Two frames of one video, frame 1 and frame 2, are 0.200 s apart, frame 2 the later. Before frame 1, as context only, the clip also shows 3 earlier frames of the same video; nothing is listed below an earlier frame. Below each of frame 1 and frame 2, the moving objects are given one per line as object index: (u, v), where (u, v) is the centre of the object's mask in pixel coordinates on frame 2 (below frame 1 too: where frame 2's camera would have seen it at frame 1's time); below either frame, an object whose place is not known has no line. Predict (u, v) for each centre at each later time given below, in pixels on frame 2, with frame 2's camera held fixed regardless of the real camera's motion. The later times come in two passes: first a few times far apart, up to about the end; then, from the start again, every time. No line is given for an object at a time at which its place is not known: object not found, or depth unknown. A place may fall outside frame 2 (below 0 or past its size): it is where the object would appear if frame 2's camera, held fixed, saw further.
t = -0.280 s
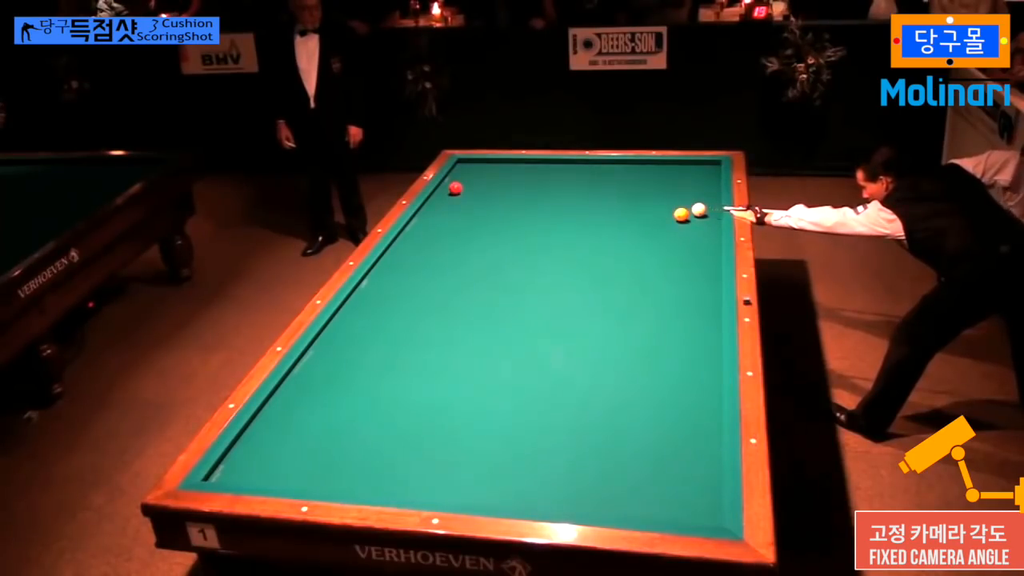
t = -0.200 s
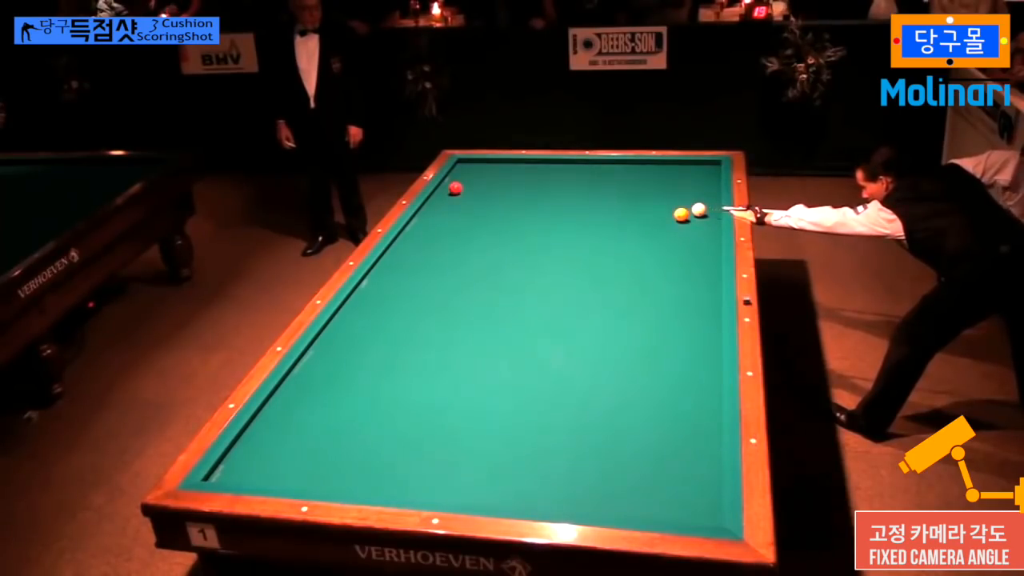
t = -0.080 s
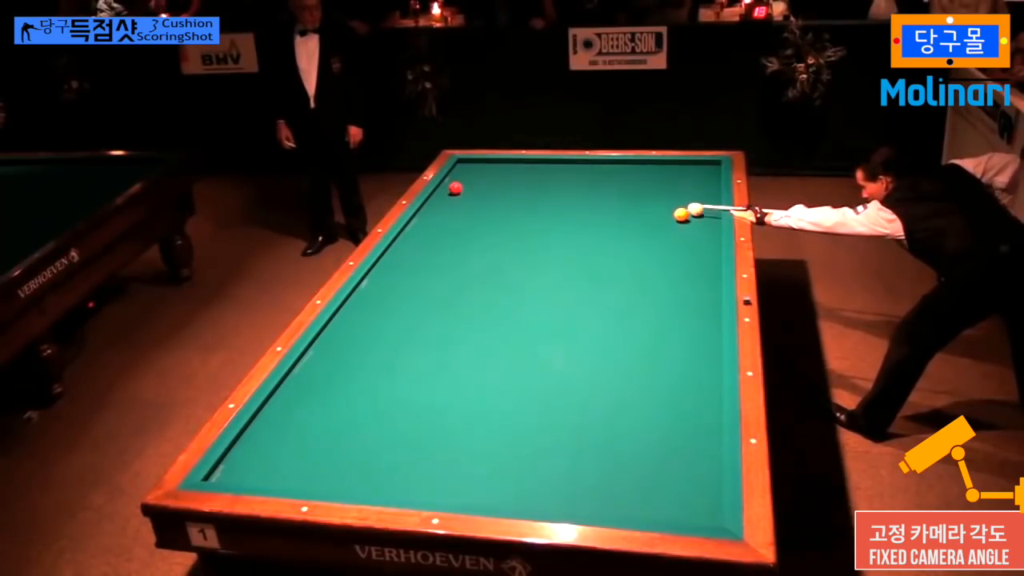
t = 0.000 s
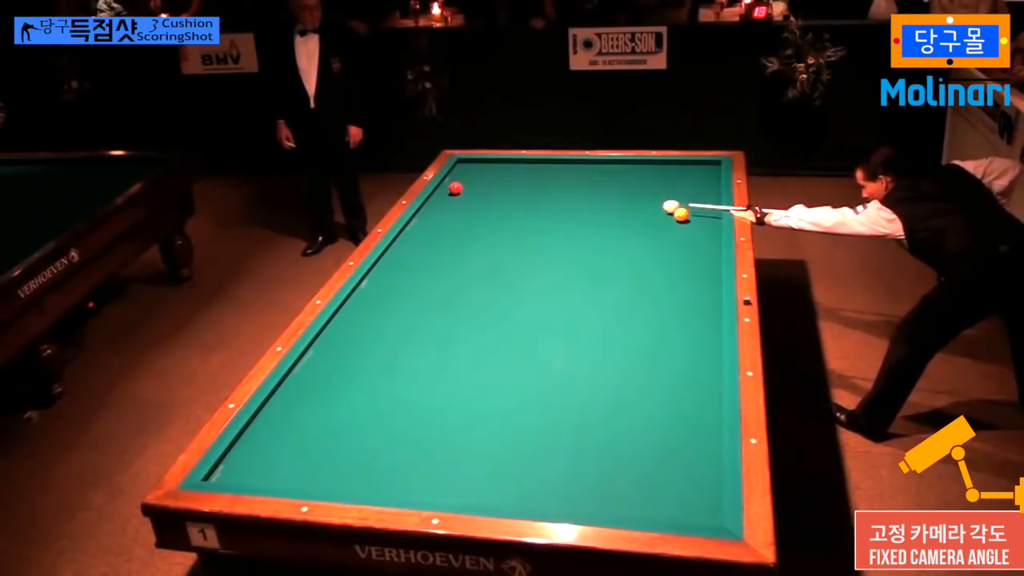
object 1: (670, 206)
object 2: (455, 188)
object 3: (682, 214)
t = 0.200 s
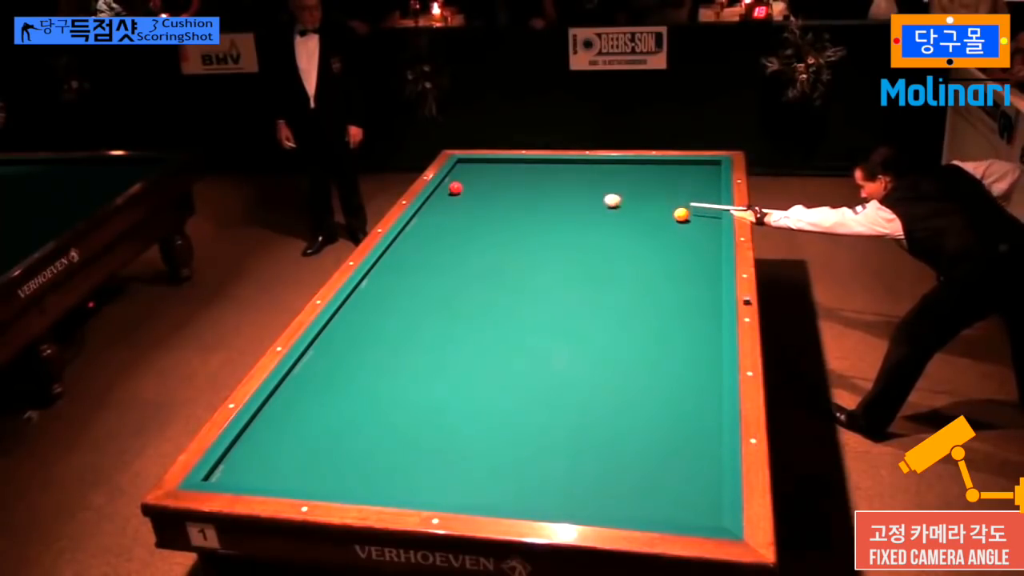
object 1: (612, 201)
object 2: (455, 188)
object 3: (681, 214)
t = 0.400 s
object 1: (557, 195)
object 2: (455, 188)
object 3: (682, 214)
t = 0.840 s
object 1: (456, 182)
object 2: (448, 190)
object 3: (682, 214)
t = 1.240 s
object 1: (491, 169)
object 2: (442, 197)
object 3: (682, 214)
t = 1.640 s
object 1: (532, 162)
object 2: (450, 202)
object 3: (682, 214)
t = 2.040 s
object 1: (565, 169)
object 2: (458, 207)
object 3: (682, 214)
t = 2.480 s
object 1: (601, 177)
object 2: (466, 213)
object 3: (682, 214)
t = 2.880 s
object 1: (635, 184)
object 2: (473, 217)
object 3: (682, 214)
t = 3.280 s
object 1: (669, 191)
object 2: (479, 222)
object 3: (682, 214)
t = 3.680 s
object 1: (703, 199)
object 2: (485, 225)
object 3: (682, 214)
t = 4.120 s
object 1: (700, 207)
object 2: (491, 229)
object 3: (681, 214)
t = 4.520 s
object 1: (686, 209)
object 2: (495, 232)
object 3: (678, 217)
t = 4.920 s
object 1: (676, 209)
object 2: (499, 234)
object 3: (674, 221)
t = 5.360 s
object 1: (667, 210)
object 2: (502, 236)
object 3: (669, 225)
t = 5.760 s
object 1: (662, 210)
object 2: (504, 237)
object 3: (665, 229)
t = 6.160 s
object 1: (658, 210)
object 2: (505, 238)
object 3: (661, 232)
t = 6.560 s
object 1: (656, 210)
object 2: (505, 238)
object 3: (658, 234)
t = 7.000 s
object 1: (656, 210)
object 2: (505, 238)
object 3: (656, 236)
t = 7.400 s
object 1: (656, 210)
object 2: (505, 238)
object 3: (654, 236)
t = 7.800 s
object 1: (656, 210)
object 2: (505, 238)
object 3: (654, 236)
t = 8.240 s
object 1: (656, 210)
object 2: (505, 238)
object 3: (654, 237)
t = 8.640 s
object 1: (656, 210)
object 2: (505, 238)
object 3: (654, 237)
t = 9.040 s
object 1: (656, 210)
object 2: (505, 238)
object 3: (654, 237)
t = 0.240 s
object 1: (601, 199)
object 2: (455, 188)
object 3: (681, 214)
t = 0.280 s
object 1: (590, 198)
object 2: (455, 188)
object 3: (682, 214)
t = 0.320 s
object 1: (579, 197)
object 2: (455, 188)
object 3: (682, 214)
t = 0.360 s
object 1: (568, 196)
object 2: (455, 188)
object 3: (682, 214)
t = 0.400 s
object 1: (557, 195)
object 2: (455, 188)
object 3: (682, 214)
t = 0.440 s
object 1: (547, 194)
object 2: (455, 188)
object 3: (682, 214)
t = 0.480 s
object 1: (536, 193)
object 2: (455, 188)
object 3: (682, 214)
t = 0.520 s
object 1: (526, 192)
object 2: (455, 188)
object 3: (681, 214)
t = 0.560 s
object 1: (516, 191)
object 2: (455, 188)
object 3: (681, 214)
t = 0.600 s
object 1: (506, 190)
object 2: (455, 188)
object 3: (682, 214)
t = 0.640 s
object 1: (496, 189)
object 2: (455, 188)
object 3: (681, 214)
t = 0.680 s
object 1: (486, 188)
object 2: (455, 188)
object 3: (682, 214)
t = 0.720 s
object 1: (476, 187)
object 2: (455, 188)
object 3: (682, 214)
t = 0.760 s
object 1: (468, 185)
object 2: (455, 188)
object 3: (681, 214)
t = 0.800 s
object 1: (462, 183)
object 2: (452, 189)
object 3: (681, 214)
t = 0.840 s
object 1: (456, 182)
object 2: (448, 190)
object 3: (682, 214)
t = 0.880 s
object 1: (450, 180)
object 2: (444, 191)
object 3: (682, 214)
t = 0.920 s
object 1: (450, 179)
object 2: (441, 192)
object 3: (682, 214)
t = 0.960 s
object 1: (455, 177)
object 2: (438, 193)
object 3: (682, 214)
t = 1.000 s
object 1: (462, 176)
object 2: (437, 194)
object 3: (682, 214)
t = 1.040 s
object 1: (467, 175)
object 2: (438, 194)
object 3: (682, 214)
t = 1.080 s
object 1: (472, 174)
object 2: (439, 194)
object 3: (682, 214)
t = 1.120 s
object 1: (477, 173)
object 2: (439, 195)
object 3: (682, 214)
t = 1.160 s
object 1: (481, 172)
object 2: (440, 196)
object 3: (682, 214)
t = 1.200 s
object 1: (486, 170)
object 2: (441, 196)
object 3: (682, 214)
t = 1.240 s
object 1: (491, 169)
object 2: (442, 197)
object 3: (682, 214)
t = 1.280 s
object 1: (495, 168)
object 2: (443, 197)
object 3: (682, 214)
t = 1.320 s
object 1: (500, 167)
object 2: (444, 198)
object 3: (682, 214)
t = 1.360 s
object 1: (504, 166)
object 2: (445, 199)
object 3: (682, 214)
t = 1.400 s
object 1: (509, 165)
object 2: (445, 199)
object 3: (682, 214)
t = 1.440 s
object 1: (513, 163)
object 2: (447, 199)
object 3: (682, 214)
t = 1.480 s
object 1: (518, 162)
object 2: (447, 200)
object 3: (682, 214)
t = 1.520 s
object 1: (522, 161)
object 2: (448, 201)
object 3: (682, 214)
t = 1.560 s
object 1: (526, 161)
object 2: (449, 201)
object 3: (682, 214)
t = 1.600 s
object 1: (529, 162)
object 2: (450, 202)
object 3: (681, 214)
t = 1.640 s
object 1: (532, 162)
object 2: (450, 202)
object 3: (682, 214)
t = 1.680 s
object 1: (535, 163)
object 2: (451, 203)
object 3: (682, 214)
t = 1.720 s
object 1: (539, 163)
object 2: (452, 203)
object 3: (682, 214)
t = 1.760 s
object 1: (542, 164)
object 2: (453, 204)
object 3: (682, 214)
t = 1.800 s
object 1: (545, 165)
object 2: (454, 204)
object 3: (682, 214)
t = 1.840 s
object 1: (548, 166)
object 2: (455, 205)
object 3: (682, 214)
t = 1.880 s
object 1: (552, 167)
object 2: (455, 205)
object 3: (682, 214)
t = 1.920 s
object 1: (555, 167)
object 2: (456, 206)
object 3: (682, 214)
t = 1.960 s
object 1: (558, 168)
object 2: (457, 206)
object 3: (682, 214)
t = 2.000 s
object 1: (561, 169)
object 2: (457, 207)
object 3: (682, 214)
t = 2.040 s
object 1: (565, 169)
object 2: (458, 207)
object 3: (682, 214)
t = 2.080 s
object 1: (568, 170)
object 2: (459, 208)
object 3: (682, 214)
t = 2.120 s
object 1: (571, 171)
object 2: (460, 208)
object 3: (682, 214)
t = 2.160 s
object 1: (574, 172)
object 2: (460, 209)
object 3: (682, 214)
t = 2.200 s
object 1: (578, 172)
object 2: (461, 210)
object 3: (682, 214)
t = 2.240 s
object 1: (581, 173)
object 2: (462, 210)
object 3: (682, 214)
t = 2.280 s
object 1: (584, 174)
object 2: (463, 211)
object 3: (682, 214)
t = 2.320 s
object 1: (587, 174)
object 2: (463, 211)
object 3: (682, 214)
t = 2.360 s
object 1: (591, 175)
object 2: (464, 212)
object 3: (682, 214)
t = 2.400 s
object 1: (594, 176)
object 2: (465, 212)
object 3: (682, 214)
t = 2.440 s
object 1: (597, 176)
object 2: (466, 212)
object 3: (682, 214)
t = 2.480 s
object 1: (601, 177)
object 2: (466, 213)
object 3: (682, 214)
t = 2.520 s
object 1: (604, 178)
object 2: (467, 213)
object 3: (682, 214)
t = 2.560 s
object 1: (608, 179)
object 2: (468, 214)
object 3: (682, 214)
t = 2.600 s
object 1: (611, 179)
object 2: (469, 214)
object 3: (682, 214)
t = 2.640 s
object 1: (614, 180)
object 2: (469, 215)
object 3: (682, 214)
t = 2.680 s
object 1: (618, 181)
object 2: (470, 215)
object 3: (682, 214)
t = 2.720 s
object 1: (621, 181)
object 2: (471, 216)
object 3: (682, 214)
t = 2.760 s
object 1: (625, 182)
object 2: (471, 216)
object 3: (682, 214)
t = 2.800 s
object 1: (628, 183)
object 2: (472, 217)
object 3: (682, 214)
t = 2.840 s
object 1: (631, 183)
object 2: (473, 217)
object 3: (682, 214)
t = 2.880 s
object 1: (635, 184)
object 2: (473, 217)
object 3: (682, 214)
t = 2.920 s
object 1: (638, 185)
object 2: (474, 218)
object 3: (682, 214)
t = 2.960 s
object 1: (642, 186)
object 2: (474, 218)
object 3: (682, 214)
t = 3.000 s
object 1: (645, 186)
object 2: (475, 219)
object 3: (682, 214)
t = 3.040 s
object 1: (648, 187)
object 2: (476, 219)
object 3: (682, 214)
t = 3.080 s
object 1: (652, 188)
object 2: (476, 220)
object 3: (682, 214)
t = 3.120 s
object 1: (655, 188)
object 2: (477, 220)
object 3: (682, 214)
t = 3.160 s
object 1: (659, 189)
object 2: (478, 220)
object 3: (682, 214)
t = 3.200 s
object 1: (662, 190)
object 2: (478, 221)
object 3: (682, 214)
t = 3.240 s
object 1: (666, 191)
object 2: (479, 222)
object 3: (682, 214)
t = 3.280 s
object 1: (669, 191)
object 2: (479, 222)
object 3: (682, 214)
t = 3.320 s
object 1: (673, 192)
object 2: (480, 222)
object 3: (682, 214)
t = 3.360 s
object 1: (676, 193)
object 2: (481, 223)
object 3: (682, 214)
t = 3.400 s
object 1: (679, 194)
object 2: (481, 223)
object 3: (682, 214)
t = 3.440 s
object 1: (683, 194)
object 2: (482, 223)
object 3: (682, 214)
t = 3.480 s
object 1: (686, 195)
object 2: (482, 224)
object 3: (682, 214)
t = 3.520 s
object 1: (690, 196)
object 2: (483, 224)
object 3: (682, 214)
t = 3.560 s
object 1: (693, 197)
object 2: (483, 225)
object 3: (682, 214)
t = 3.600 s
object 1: (696, 197)
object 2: (484, 225)
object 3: (682, 214)
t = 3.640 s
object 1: (700, 198)
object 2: (485, 225)
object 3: (682, 214)
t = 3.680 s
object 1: (703, 199)
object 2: (485, 225)
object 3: (682, 214)
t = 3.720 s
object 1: (707, 200)
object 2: (486, 226)
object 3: (682, 214)
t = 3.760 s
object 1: (710, 201)
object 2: (486, 226)
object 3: (682, 214)
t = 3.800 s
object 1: (713, 201)
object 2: (487, 227)
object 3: (682, 214)
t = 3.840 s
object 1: (714, 202)
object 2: (487, 227)
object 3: (682, 214)
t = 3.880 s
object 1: (712, 202)
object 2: (487, 227)
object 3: (682, 214)
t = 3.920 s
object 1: (710, 203)
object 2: (488, 228)
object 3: (682, 214)
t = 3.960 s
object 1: (708, 204)
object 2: (489, 228)
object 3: (682, 214)
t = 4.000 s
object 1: (706, 205)
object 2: (489, 228)
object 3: (682, 214)
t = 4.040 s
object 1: (704, 205)
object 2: (490, 229)
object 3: (681, 214)
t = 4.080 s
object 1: (702, 206)
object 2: (490, 229)
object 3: (682, 214)
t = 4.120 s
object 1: (700, 207)
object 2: (491, 229)
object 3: (681, 214)
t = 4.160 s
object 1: (698, 207)
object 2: (491, 230)
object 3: (681, 214)
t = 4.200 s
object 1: (696, 208)
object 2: (492, 230)
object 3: (682, 214)
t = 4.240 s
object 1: (694, 208)
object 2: (492, 230)
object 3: (681, 214)
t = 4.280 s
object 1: (693, 209)
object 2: (492, 230)
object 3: (681, 214)
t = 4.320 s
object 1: (691, 209)
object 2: (493, 231)
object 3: (681, 214)
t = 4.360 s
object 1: (690, 209)
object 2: (493, 231)
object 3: (681, 215)
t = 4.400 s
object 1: (688, 209)
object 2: (494, 231)
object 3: (680, 215)
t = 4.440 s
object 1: (687, 209)
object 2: (494, 231)
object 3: (679, 216)
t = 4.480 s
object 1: (686, 209)
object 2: (494, 232)
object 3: (679, 216)
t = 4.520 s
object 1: (686, 209)
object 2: (495, 232)
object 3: (678, 217)
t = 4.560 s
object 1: (685, 209)
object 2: (495, 232)
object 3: (677, 217)
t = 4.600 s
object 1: (683, 209)
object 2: (496, 232)
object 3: (677, 217)
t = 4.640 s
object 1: (682, 209)
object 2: (496, 233)
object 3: (677, 218)
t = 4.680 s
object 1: (681, 209)
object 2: (497, 233)
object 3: (677, 218)
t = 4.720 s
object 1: (680, 209)
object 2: (497, 233)
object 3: (676, 218)
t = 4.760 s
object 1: (679, 209)
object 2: (497, 233)
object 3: (676, 220)
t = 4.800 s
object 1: (678, 209)
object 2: (498, 234)
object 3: (675, 220)
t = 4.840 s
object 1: (677, 209)
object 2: (498, 234)
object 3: (675, 220)
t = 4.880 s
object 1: (676, 209)
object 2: (498, 234)
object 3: (674, 221)
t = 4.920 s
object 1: (676, 209)
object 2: (499, 234)
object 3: (674, 221)
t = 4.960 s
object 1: (675, 209)
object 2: (499, 234)
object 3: (673, 222)
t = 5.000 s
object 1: (674, 209)
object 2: (499, 235)
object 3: (673, 222)
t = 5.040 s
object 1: (673, 209)
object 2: (500, 235)
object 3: (672, 223)
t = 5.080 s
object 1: (672, 209)
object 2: (500, 235)
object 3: (672, 223)
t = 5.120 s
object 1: (671, 209)
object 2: (500, 235)
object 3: (671, 223)
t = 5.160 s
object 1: (671, 209)
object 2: (501, 235)
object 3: (671, 224)
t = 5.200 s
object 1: (670, 210)
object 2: (501, 235)
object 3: (670, 224)
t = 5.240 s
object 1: (669, 210)
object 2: (501, 236)
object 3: (670, 224)
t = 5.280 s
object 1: (668, 210)
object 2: (502, 236)
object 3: (669, 225)
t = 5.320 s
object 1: (668, 210)
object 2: (502, 236)
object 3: (669, 225)
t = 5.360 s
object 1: (667, 210)
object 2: (502, 236)
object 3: (669, 225)
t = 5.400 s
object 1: (666, 210)
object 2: (502, 236)
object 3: (668, 226)
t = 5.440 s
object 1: (666, 210)
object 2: (502, 236)
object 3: (668, 226)
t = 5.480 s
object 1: (665, 210)
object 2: (503, 236)
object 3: (667, 226)
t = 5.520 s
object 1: (665, 210)
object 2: (503, 236)
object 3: (667, 227)
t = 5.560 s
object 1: (664, 210)
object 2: (503, 237)
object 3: (667, 227)
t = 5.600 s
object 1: (664, 210)
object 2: (504, 237)
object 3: (666, 227)
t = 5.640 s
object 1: (663, 210)
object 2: (504, 237)
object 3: (666, 228)
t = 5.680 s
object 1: (663, 210)
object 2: (504, 237)
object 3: (665, 228)
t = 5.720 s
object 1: (662, 210)
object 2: (504, 237)
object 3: (665, 229)
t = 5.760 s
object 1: (662, 210)
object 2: (504, 237)
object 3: (665, 229)
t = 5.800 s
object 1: (662, 210)
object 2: (504, 237)
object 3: (664, 229)
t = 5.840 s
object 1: (661, 210)
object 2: (505, 237)
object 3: (664, 229)
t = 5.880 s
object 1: (661, 210)
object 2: (505, 237)
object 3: (663, 230)
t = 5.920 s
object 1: (660, 210)
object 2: (505, 237)
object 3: (663, 230)
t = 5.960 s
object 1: (660, 210)
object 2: (505, 237)
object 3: (663, 230)
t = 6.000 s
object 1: (660, 210)
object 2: (505, 238)
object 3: (662, 231)
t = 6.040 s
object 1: (659, 210)
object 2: (505, 238)
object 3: (662, 231)
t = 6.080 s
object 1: (659, 210)
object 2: (505, 238)
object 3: (662, 231)
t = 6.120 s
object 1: (659, 210)
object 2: (505, 238)
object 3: (661, 231)
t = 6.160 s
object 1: (658, 210)
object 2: (505, 238)
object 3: (661, 232)
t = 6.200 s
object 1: (658, 210)
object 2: (505, 238)
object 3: (661, 232)
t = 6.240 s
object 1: (658, 210)
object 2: (505, 238)
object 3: (660, 232)
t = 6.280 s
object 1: (657, 210)
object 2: (505, 238)
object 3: (660, 232)
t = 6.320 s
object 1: (657, 210)
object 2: (505, 238)
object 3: (659, 233)
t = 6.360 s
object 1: (657, 210)
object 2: (505, 238)
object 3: (659, 233)
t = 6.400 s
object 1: (657, 210)
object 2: (505, 238)
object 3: (659, 233)
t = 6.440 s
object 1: (657, 210)
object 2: (505, 238)
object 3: (659, 233)
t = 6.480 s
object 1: (657, 210)
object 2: (505, 238)
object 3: (658, 234)
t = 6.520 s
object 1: (657, 210)
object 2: (505, 238)
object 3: (658, 234)
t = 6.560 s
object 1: (656, 210)
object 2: (505, 238)
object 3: (658, 234)
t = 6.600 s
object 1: (656, 210)
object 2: (505, 238)
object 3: (658, 234)
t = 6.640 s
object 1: (656, 210)
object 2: (505, 238)
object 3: (657, 234)
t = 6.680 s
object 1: (656, 210)
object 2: (505, 238)
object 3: (657, 234)
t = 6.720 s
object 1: (656, 210)
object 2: (505, 238)
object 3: (657, 235)
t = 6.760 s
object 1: (656, 210)
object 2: (505, 238)
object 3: (657, 235)
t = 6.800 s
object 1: (656, 210)
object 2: (505, 238)
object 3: (657, 235)
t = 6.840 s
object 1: (656, 210)
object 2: (505, 238)
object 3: (656, 235)
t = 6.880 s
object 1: (656, 210)
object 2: (505, 238)
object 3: (656, 235)
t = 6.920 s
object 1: (656, 210)
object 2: (505, 238)
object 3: (656, 235)
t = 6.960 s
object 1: (656, 210)
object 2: (505, 238)
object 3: (656, 236)
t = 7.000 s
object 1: (656, 210)
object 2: (505, 238)
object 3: (656, 236)
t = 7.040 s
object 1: (656, 210)
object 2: (505, 238)
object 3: (655, 236)
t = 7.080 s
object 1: (656, 210)
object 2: (505, 238)
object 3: (656, 236)
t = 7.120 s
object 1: (656, 210)
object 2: (505, 238)
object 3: (656, 236)
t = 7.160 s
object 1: (656, 210)
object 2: (505, 238)
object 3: (655, 236)
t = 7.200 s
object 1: (656, 210)
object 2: (505, 238)
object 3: (655, 236)
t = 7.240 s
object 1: (656, 210)
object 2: (505, 238)
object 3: (655, 236)
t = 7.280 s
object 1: (656, 210)
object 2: (505, 238)
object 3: (655, 236)
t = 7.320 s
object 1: (656, 210)
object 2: (505, 238)
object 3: (654, 236)
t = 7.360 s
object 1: (656, 210)
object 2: (505, 238)
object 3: (654, 236)
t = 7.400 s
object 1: (656, 210)
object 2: (505, 238)
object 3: (654, 236)
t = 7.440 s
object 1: (656, 210)
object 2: (505, 238)
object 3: (654, 236)
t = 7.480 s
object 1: (656, 210)
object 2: (505, 238)
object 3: (654, 236)
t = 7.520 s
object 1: (656, 210)
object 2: (505, 238)
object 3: (654, 236)
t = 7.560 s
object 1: (656, 210)
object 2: (505, 238)
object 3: (654, 236)
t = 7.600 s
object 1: (656, 210)
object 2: (505, 238)
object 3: (654, 236)
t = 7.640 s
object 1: (656, 210)
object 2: (505, 238)
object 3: (654, 236)
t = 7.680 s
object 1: (656, 210)
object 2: (505, 238)
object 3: (654, 236)
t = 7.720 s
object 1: (656, 210)
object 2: (505, 238)
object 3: (654, 236)
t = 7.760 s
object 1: (656, 210)
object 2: (505, 238)
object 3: (654, 236)
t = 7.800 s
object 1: (656, 210)
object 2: (505, 238)
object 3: (654, 236)
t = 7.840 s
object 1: (656, 210)
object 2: (505, 238)
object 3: (654, 236)
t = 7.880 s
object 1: (656, 210)
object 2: (505, 238)
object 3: (654, 236)
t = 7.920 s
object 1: (656, 210)
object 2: (505, 238)
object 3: (654, 236)
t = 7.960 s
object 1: (656, 210)
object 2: (505, 238)
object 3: (654, 236)
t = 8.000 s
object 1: (656, 210)
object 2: (505, 238)
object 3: (654, 236)
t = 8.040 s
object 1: (656, 210)
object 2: (505, 238)
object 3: (654, 236)
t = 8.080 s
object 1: (656, 210)
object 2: (505, 238)
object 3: (654, 237)
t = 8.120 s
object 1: (656, 210)
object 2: (505, 238)
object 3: (654, 236)
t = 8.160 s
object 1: (656, 210)
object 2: (505, 238)
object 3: (654, 236)
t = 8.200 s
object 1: (656, 210)
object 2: (505, 238)
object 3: (654, 237)
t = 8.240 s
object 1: (656, 210)
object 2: (505, 238)
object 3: (654, 237)
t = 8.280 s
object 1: (656, 210)
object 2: (505, 238)
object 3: (654, 237)
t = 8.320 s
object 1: (656, 210)
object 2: (505, 238)
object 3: (654, 237)
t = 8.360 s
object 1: (656, 210)
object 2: (505, 238)
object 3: (654, 237)
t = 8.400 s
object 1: (656, 210)
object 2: (505, 238)
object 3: (654, 237)
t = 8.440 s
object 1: (656, 210)
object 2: (505, 238)
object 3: (654, 237)
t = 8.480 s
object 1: (656, 210)
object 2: (505, 238)
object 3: (654, 237)
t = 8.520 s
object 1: (656, 210)
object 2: (505, 238)
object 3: (654, 237)
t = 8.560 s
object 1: (656, 210)
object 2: (505, 238)
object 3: (654, 237)
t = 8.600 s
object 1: (656, 210)
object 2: (505, 238)
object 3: (654, 237)
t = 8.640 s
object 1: (656, 210)
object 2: (505, 238)
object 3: (654, 237)
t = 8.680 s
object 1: (656, 210)
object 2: (505, 238)
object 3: (654, 237)
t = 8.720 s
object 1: (656, 210)
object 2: (505, 238)
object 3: (654, 237)
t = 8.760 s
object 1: (656, 210)
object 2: (505, 238)
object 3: (654, 237)
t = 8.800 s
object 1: (656, 210)
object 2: (505, 238)
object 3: (654, 237)
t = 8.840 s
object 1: (656, 210)
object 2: (505, 238)
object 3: (654, 237)
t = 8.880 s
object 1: (656, 210)
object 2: (505, 238)
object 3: (654, 237)
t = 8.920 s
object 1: (656, 210)
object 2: (505, 238)
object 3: (654, 237)
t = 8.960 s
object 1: (656, 210)
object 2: (505, 238)
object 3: (654, 237)
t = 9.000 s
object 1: (656, 210)
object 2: (505, 238)
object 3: (654, 237)
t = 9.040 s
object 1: (656, 210)
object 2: (505, 238)
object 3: (654, 237)
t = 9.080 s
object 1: (656, 210)
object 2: (505, 238)
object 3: (654, 237)
